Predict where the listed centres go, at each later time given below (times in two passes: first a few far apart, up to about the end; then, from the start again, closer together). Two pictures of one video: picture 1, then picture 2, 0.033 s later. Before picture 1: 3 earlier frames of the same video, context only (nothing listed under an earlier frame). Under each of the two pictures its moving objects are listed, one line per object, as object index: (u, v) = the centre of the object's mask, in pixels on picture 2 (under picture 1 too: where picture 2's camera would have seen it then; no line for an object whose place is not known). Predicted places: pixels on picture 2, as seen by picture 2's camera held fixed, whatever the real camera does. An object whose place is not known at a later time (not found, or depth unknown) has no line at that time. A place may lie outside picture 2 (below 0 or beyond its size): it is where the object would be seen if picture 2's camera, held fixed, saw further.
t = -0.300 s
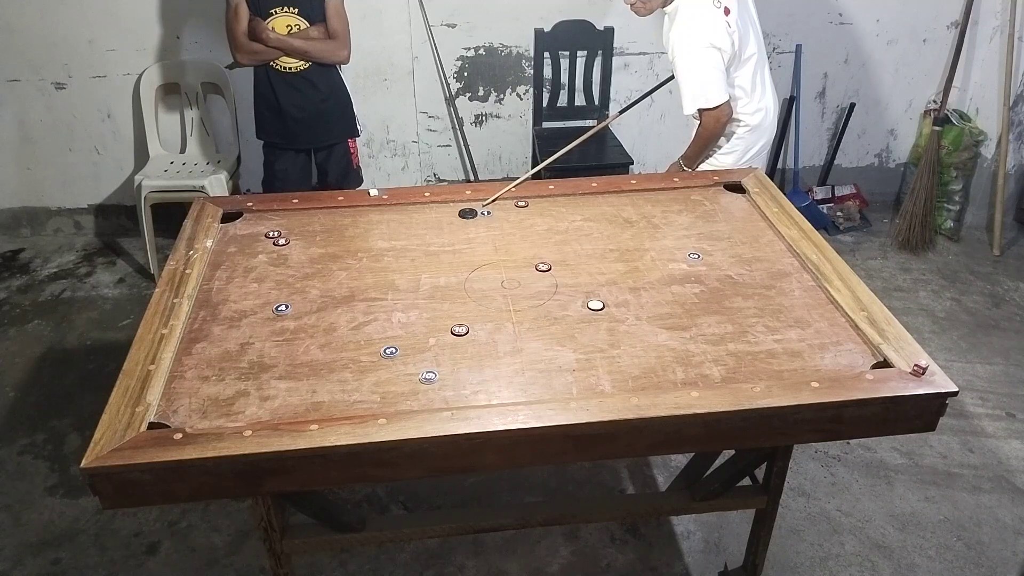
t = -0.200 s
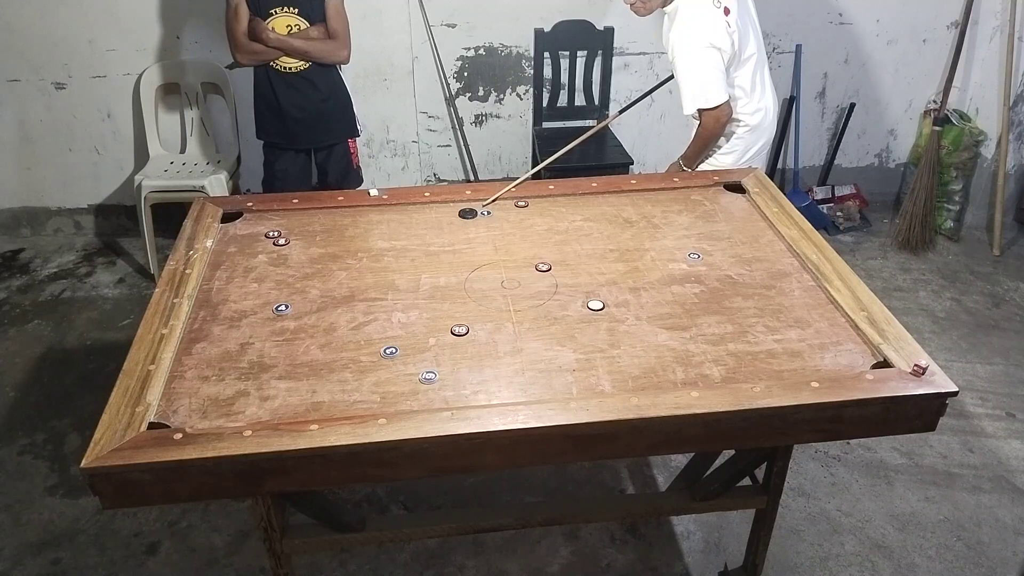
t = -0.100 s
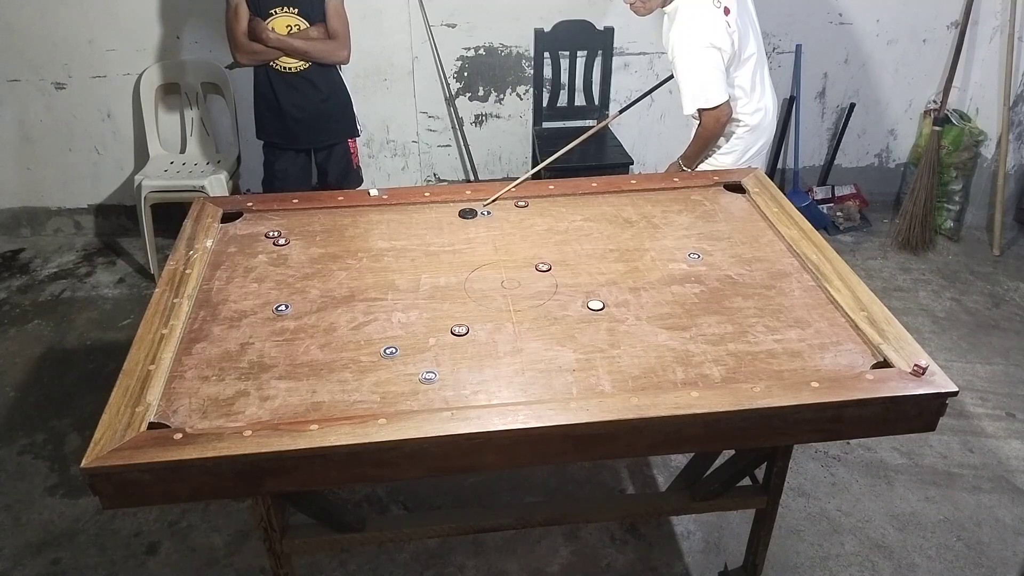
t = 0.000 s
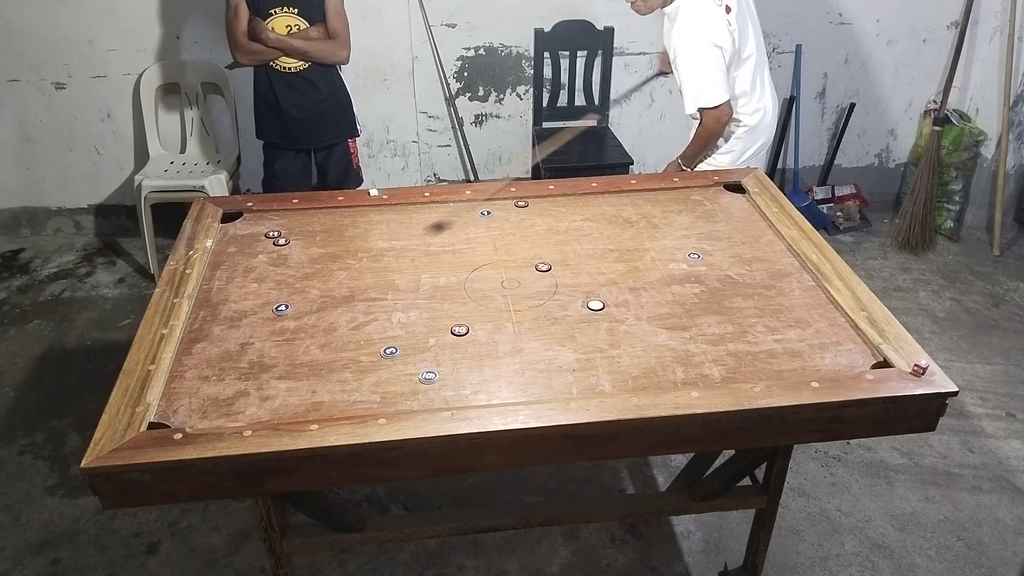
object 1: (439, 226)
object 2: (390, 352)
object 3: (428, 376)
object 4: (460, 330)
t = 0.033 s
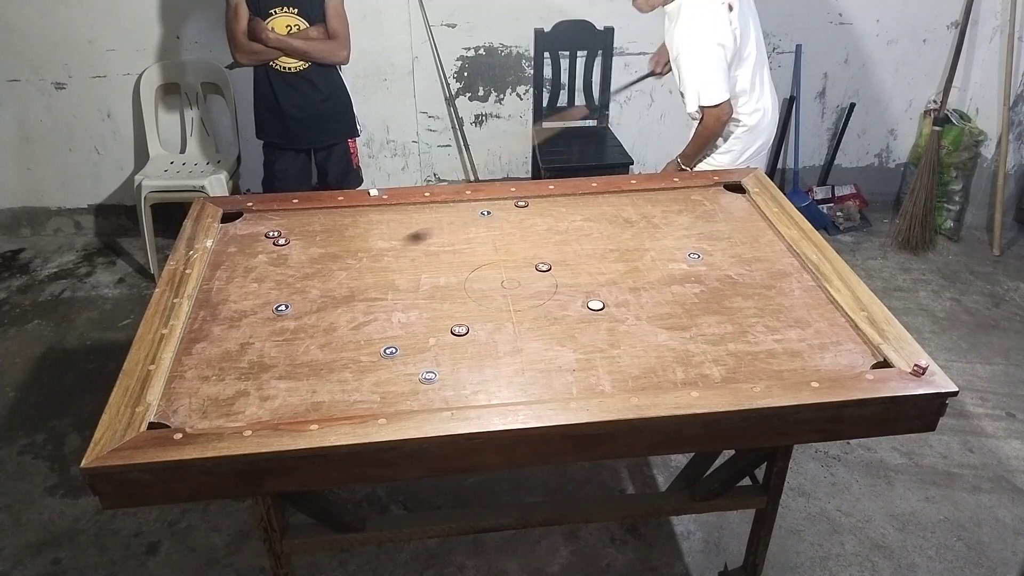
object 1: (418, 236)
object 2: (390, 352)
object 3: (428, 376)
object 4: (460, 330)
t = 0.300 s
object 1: (228, 316)
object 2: (390, 352)
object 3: (428, 376)
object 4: (460, 330)
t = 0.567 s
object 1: (278, 331)
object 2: (390, 352)
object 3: (428, 376)
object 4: (460, 330)
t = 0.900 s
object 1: (382, 339)
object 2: (390, 352)
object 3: (428, 376)
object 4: (460, 330)
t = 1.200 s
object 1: (435, 337)
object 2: (408, 376)
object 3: (445, 384)
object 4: (460, 330)
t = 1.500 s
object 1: (446, 337)
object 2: (408, 376)
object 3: (473, 398)
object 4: (483, 324)
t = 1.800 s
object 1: (445, 337)
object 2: (408, 376)
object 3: (475, 400)
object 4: (491, 322)
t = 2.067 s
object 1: (445, 337)
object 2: (408, 376)
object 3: (475, 400)
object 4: (491, 322)
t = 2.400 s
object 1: (445, 337)
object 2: (408, 375)
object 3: (475, 399)
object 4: (491, 322)
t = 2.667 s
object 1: (445, 337)
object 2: (408, 376)
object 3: (475, 399)
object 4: (491, 322)
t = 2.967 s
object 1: (445, 337)
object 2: (408, 376)
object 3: (475, 399)
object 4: (491, 322)
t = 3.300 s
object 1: (445, 337)
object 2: (408, 376)
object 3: (475, 400)
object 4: (491, 322)
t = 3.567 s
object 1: (445, 337)
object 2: (408, 376)
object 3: (475, 399)
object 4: (491, 322)
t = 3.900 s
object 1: (445, 337)
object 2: (408, 376)
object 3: (475, 400)
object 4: (491, 322)
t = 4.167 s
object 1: (445, 337)
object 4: (491, 322)
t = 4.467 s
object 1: (445, 337)
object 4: (491, 322)
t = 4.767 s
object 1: (445, 337)
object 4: (491, 322)
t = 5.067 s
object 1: (445, 337)
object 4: (491, 322)
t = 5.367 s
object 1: (445, 337)
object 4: (491, 322)
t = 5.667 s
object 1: (445, 337)
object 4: (491, 322)
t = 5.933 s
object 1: (445, 337)
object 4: (491, 322)
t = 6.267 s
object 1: (445, 337)
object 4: (491, 322)
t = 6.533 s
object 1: (445, 337)
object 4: (491, 322)
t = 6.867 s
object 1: (445, 337)
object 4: (491, 322)
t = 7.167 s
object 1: (445, 337)
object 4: (491, 322)
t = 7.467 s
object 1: (445, 337)
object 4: (491, 322)
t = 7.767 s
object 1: (445, 337)
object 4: (491, 322)
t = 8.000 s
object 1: (445, 337)
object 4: (491, 322)
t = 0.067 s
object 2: (390, 352)
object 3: (428, 376)
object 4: (460, 330)
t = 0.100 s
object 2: (390, 352)
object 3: (428, 376)
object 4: (460, 330)
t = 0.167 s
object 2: (390, 352)
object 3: (428, 376)
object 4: (460, 330)
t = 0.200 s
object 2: (390, 352)
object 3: (428, 376)
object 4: (460, 330)
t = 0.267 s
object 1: (248, 309)
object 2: (390, 352)
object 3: (428, 376)
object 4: (460, 330)
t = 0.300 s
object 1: (228, 316)
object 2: (390, 352)
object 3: (428, 376)
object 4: (460, 330)
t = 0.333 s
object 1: (204, 322)
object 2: (390, 352)
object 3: (428, 376)
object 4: (460, 330)
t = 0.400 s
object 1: (216, 326)
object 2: (390, 352)
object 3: (428, 376)
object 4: (460, 330)
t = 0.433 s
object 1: (229, 327)
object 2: (390, 352)
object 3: (428, 376)
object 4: (460, 330)
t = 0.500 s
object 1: (254, 329)
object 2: (390, 352)
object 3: (428, 376)
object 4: (460, 330)
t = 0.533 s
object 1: (265, 330)
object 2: (390, 352)
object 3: (428, 376)
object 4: (460, 330)
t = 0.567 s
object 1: (278, 331)
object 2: (390, 352)
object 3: (428, 376)
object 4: (460, 330)
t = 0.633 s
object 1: (301, 333)
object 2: (390, 352)
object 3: (428, 376)
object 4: (460, 330)
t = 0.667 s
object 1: (312, 334)
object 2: (390, 352)
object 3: (428, 376)
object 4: (460, 330)
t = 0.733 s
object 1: (333, 336)
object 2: (390, 352)
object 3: (428, 376)
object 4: (460, 330)
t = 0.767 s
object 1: (344, 336)
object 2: (390, 352)
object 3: (428, 376)
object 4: (460, 330)
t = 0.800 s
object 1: (354, 337)
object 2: (390, 352)
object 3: (428, 376)
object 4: (460, 330)
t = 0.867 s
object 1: (373, 339)
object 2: (390, 352)
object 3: (428, 376)
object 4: (460, 330)
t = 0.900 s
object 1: (382, 339)
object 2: (390, 352)
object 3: (428, 376)
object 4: (460, 330)
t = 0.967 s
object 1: (396, 339)
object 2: (399, 360)
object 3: (429, 377)
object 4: (460, 330)
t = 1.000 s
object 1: (403, 338)
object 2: (403, 364)
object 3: (429, 376)
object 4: (460, 330)
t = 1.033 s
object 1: (409, 338)
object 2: (407, 368)
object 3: (429, 376)
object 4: (460, 330)
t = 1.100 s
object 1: (420, 338)
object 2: (410, 373)
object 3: (433, 379)
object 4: (460, 330)
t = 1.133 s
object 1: (425, 337)
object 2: (409, 374)
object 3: (438, 381)
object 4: (460, 330)
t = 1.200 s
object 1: (435, 337)
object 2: (408, 376)
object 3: (445, 384)
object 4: (460, 330)
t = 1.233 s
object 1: (439, 337)
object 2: (408, 376)
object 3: (450, 386)
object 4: (460, 330)
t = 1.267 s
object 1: (442, 337)
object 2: (408, 376)
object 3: (453, 388)
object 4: (462, 329)
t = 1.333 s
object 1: (445, 337)
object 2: (408, 376)
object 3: (460, 392)
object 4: (469, 327)
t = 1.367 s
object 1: (446, 337)
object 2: (408, 376)
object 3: (464, 393)
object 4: (473, 326)
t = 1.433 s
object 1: (446, 337)
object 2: (408, 376)
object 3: (469, 397)
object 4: (478, 325)
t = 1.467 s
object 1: (446, 337)
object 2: (408, 376)
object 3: (471, 397)
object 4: (481, 324)
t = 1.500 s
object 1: (446, 337)
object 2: (408, 376)
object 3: (473, 398)
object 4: (483, 324)
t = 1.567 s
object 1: (445, 337)
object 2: (408, 376)
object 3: (475, 399)
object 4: (486, 323)
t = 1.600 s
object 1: (445, 337)
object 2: (408, 376)
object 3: (475, 399)
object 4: (488, 323)
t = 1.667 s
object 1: (445, 337)
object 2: (408, 376)
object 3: (475, 399)
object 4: (490, 322)
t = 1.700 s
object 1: (445, 337)
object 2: (408, 376)
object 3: (475, 399)
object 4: (491, 322)
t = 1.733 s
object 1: (445, 337)
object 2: (408, 376)
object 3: (475, 399)
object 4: (491, 322)
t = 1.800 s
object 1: (445, 337)
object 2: (408, 376)
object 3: (475, 400)
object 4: (491, 322)
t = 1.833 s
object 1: (445, 337)
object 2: (408, 376)
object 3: (475, 400)
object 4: (491, 322)
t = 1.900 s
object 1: (445, 337)
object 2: (408, 376)
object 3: (475, 400)
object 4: (491, 322)
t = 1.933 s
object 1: (445, 337)
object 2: (408, 376)
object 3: (475, 400)
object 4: (491, 322)
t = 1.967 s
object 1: (445, 337)
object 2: (408, 376)
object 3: (475, 400)
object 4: (491, 322)
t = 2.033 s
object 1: (445, 337)
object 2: (408, 376)
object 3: (475, 400)
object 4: (491, 322)
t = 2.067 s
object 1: (445, 337)
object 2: (408, 376)
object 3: (475, 400)
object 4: (491, 322)
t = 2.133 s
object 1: (445, 337)
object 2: (408, 376)
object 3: (475, 400)
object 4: (491, 322)
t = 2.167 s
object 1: (445, 337)
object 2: (408, 376)
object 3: (475, 400)
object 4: (491, 322)
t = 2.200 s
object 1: (445, 337)
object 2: (408, 376)
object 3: (475, 400)
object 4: (491, 322)
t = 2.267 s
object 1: (445, 337)
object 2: (408, 376)
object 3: (475, 400)
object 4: (491, 322)
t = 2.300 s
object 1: (445, 337)
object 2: (408, 376)
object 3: (475, 400)
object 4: (491, 322)
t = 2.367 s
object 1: (445, 337)
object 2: (408, 376)
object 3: (475, 399)
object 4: (491, 322)
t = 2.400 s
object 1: (445, 337)
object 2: (408, 375)
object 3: (475, 399)
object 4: (491, 322)
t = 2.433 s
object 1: (445, 337)
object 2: (408, 376)
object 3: (475, 399)
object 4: (491, 322)
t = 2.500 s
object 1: (445, 337)
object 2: (408, 376)
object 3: (475, 400)
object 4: (491, 322)
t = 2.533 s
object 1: (445, 337)
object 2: (408, 376)
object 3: (475, 400)
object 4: (491, 322)
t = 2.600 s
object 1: (445, 337)
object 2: (408, 376)
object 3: (475, 399)
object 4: (491, 322)
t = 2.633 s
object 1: (445, 337)
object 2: (408, 376)
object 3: (475, 399)
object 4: (491, 322)
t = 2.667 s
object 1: (445, 337)
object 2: (408, 376)
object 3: (475, 399)
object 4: (491, 322)
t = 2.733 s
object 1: (445, 337)
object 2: (408, 376)
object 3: (475, 399)
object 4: (491, 322)
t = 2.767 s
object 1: (445, 337)
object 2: (408, 376)
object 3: (475, 399)
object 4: (491, 322)
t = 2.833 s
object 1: (445, 337)
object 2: (408, 376)
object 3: (475, 399)
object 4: (491, 322)
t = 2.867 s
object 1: (445, 337)
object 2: (408, 376)
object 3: (475, 399)
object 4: (491, 322)
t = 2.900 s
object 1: (445, 337)
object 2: (408, 376)
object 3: (475, 399)
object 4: (491, 322)
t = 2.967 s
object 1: (445, 337)
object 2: (408, 376)
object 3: (475, 399)
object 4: (491, 322)
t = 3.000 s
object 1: (445, 337)
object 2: (408, 376)
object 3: (475, 399)
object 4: (491, 322)
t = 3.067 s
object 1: (445, 337)
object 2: (408, 376)
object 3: (475, 399)
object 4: (491, 322)
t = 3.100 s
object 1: (445, 337)
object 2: (408, 376)
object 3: (475, 399)
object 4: (491, 322)
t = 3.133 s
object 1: (445, 337)
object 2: (408, 376)
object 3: (475, 399)
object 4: (491, 322)
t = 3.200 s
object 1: (445, 337)
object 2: (408, 376)
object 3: (475, 399)
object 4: (491, 322)
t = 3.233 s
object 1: (445, 337)
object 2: (408, 376)
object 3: (475, 399)
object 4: (491, 322)
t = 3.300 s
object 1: (445, 337)
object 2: (408, 376)
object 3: (475, 400)
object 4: (491, 322)
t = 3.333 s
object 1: (445, 337)
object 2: (408, 376)
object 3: (475, 399)
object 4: (491, 322)
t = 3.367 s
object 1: (445, 337)
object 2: (408, 376)
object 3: (475, 399)
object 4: (491, 322)
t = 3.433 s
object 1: (445, 337)
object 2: (408, 376)
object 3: (475, 399)
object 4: (491, 322)
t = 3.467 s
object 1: (445, 337)
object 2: (408, 376)
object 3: (475, 399)
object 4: (491, 322)
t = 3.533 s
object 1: (445, 337)
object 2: (408, 376)
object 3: (475, 399)
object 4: (491, 322)
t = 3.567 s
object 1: (445, 337)
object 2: (408, 376)
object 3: (475, 399)
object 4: (491, 322)
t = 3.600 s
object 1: (445, 337)
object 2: (408, 376)
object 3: (475, 399)
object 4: (491, 322)
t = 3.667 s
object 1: (445, 337)
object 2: (408, 376)
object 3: (475, 399)
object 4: (491, 322)
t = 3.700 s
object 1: (445, 337)
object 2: (408, 376)
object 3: (475, 399)
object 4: (491, 322)
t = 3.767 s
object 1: (445, 337)
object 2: (408, 376)
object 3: (475, 400)
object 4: (491, 322)
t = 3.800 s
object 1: (445, 337)
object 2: (408, 376)
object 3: (475, 399)
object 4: (491, 322)
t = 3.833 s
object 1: (445, 337)
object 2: (408, 376)
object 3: (475, 399)
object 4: (491, 322)
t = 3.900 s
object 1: (445, 337)
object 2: (408, 376)
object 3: (475, 400)
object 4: (491, 322)
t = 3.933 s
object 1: (445, 337)
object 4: (491, 322)
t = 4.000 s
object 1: (445, 337)
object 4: (491, 322)
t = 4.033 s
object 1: (445, 337)
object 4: (491, 322)
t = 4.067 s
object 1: (445, 337)
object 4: (491, 322)
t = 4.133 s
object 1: (445, 337)
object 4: (491, 322)
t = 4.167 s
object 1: (445, 337)
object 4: (491, 322)
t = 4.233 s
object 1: (445, 337)
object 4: (491, 322)
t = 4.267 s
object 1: (445, 337)
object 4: (491, 322)
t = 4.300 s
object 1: (445, 337)
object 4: (491, 322)
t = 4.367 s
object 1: (445, 337)
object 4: (491, 322)
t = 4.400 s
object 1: (445, 337)
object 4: (491, 322)
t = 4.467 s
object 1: (445, 337)
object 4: (491, 322)
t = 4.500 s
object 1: (445, 337)
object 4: (491, 322)
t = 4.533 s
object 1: (445, 337)
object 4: (491, 322)
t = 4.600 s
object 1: (445, 337)
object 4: (491, 322)
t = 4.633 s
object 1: (445, 337)
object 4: (491, 322)
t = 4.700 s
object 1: (445, 337)
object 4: (491, 322)
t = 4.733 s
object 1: (445, 337)
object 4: (491, 322)
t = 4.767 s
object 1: (445, 337)
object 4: (491, 322)
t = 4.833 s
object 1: (445, 337)
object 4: (491, 322)
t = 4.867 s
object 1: (445, 337)
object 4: (491, 322)
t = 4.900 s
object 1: (445, 337)
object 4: (491, 322)
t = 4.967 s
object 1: (445, 337)
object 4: (491, 322)
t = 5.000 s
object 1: (445, 337)
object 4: (491, 322)
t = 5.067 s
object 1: (445, 337)
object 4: (491, 322)
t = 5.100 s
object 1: (445, 337)
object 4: (491, 322)
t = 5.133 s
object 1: (445, 337)
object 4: (491, 322)
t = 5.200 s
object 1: (445, 337)
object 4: (491, 322)
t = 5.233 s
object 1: (445, 337)
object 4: (491, 322)
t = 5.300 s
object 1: (445, 337)
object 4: (491, 322)
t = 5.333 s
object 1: (445, 337)
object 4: (491, 322)
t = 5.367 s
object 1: (445, 337)
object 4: (491, 322)
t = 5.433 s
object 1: (445, 337)
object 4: (491, 322)
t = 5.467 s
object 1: (445, 337)
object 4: (491, 322)
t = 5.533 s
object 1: (445, 337)
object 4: (491, 322)
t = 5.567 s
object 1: (445, 337)
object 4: (491, 322)
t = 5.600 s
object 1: (445, 337)
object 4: (491, 322)
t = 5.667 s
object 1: (445, 337)
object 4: (491, 322)
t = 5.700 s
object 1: (445, 337)
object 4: (491, 322)
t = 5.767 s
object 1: (445, 337)
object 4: (491, 322)
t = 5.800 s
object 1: (445, 337)
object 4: (491, 322)
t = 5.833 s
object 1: (445, 337)
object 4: (491, 322)
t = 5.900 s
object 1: (445, 337)
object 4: (491, 322)
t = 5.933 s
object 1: (445, 337)
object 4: (491, 322)
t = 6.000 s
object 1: (445, 337)
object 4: (491, 322)
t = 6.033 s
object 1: (445, 337)
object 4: (491, 322)
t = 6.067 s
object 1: (445, 337)
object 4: (491, 322)
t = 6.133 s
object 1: (445, 337)
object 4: (491, 322)
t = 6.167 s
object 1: (445, 337)
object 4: (491, 322)
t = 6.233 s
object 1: (445, 337)
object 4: (491, 322)
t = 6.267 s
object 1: (445, 337)
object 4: (491, 322)
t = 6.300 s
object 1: (445, 337)
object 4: (491, 322)
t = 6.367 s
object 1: (445, 337)
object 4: (491, 322)
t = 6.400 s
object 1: (445, 337)
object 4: (491, 322)
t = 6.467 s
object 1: (445, 337)
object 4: (491, 322)
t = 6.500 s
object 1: (445, 337)
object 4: (491, 322)
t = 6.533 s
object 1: (445, 337)
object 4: (491, 322)
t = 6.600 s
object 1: (445, 337)
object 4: (491, 322)
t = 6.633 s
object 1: (445, 337)
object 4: (491, 322)
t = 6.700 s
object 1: (445, 337)
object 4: (491, 322)
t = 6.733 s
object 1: (445, 337)
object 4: (491, 322)
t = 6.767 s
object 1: (445, 337)
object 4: (491, 322)
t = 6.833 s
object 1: (445, 337)
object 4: (491, 322)
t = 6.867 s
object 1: (445, 337)
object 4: (491, 322)
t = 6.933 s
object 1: (445, 337)
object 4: (491, 322)
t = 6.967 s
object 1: (445, 337)
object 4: (491, 322)
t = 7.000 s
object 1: (445, 337)
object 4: (491, 322)
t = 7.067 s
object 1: (445, 337)
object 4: (491, 322)
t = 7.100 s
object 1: (445, 337)
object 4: (491, 322)
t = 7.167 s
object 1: (445, 337)
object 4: (491, 322)
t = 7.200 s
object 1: (445, 337)
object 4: (491, 322)
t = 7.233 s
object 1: (445, 337)
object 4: (491, 322)
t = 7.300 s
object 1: (445, 337)
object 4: (491, 322)
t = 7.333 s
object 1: (445, 337)
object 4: (491, 322)
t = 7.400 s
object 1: (445, 337)
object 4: (491, 322)
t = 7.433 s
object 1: (445, 337)
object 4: (491, 322)
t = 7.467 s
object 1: (445, 337)
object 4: (491, 322)
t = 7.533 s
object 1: (445, 337)
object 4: (491, 322)
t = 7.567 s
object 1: (445, 337)
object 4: (491, 322)
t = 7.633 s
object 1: (445, 337)
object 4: (491, 322)
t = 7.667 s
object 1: (445, 337)
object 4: (491, 322)
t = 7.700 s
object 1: (445, 337)
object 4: (491, 322)
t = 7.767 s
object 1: (445, 337)
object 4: (491, 322)
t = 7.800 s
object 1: (445, 337)
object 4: (491, 322)
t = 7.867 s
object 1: (445, 337)
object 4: (491, 322)
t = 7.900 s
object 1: (445, 337)
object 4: (491, 322)
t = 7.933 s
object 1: (445, 337)
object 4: (491, 322)
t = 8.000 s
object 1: (445, 337)
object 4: (491, 322)
